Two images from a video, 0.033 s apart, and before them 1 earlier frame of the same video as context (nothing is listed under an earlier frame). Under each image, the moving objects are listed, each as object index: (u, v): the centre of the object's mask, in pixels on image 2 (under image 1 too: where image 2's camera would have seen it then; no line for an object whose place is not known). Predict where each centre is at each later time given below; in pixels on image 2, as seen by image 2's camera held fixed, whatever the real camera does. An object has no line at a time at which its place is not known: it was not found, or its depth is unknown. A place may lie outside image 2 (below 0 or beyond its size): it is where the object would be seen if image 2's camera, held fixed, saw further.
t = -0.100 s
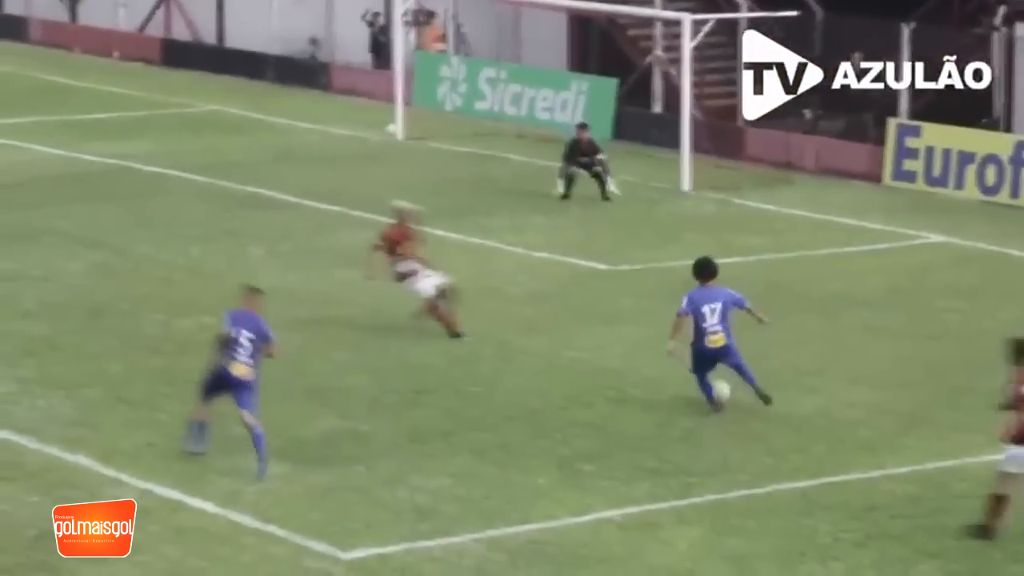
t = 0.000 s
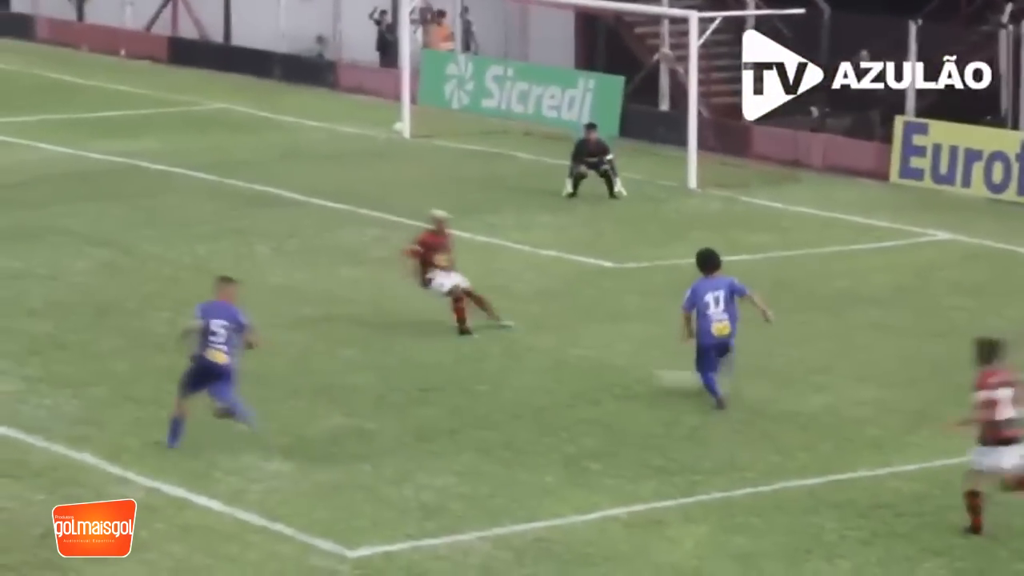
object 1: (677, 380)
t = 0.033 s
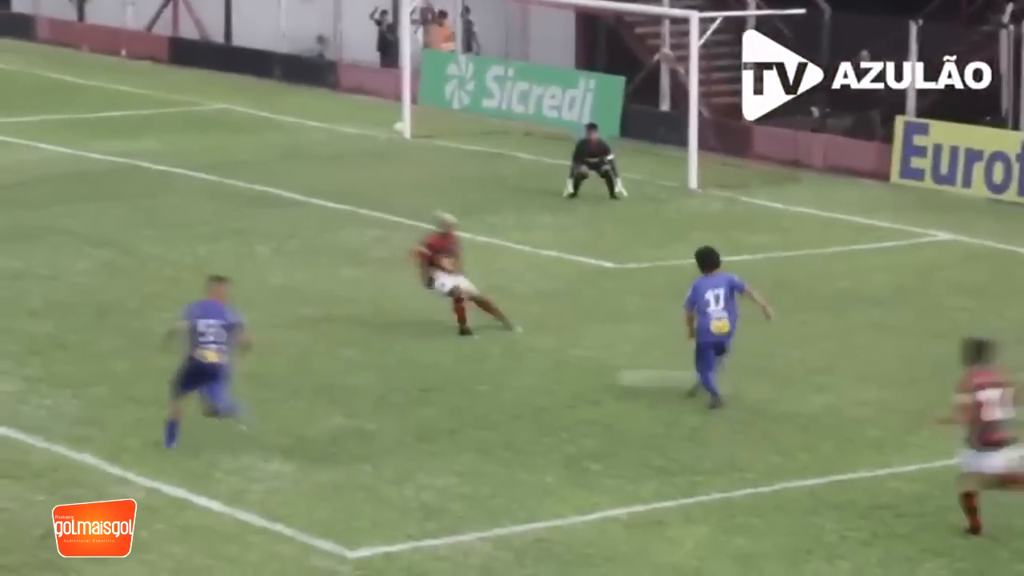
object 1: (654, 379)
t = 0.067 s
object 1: (619, 377)
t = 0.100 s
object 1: (597, 376)
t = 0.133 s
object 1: (560, 376)
